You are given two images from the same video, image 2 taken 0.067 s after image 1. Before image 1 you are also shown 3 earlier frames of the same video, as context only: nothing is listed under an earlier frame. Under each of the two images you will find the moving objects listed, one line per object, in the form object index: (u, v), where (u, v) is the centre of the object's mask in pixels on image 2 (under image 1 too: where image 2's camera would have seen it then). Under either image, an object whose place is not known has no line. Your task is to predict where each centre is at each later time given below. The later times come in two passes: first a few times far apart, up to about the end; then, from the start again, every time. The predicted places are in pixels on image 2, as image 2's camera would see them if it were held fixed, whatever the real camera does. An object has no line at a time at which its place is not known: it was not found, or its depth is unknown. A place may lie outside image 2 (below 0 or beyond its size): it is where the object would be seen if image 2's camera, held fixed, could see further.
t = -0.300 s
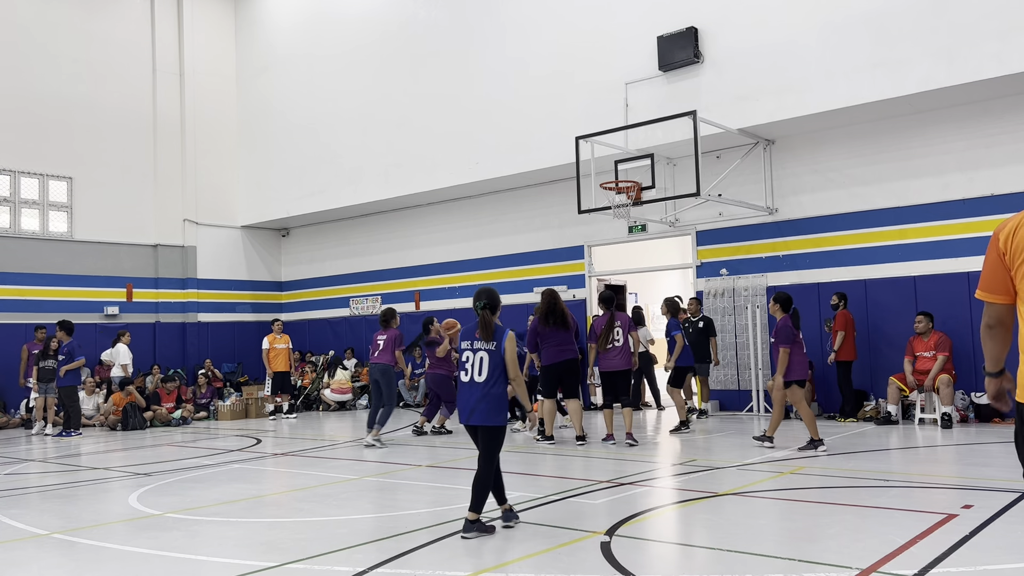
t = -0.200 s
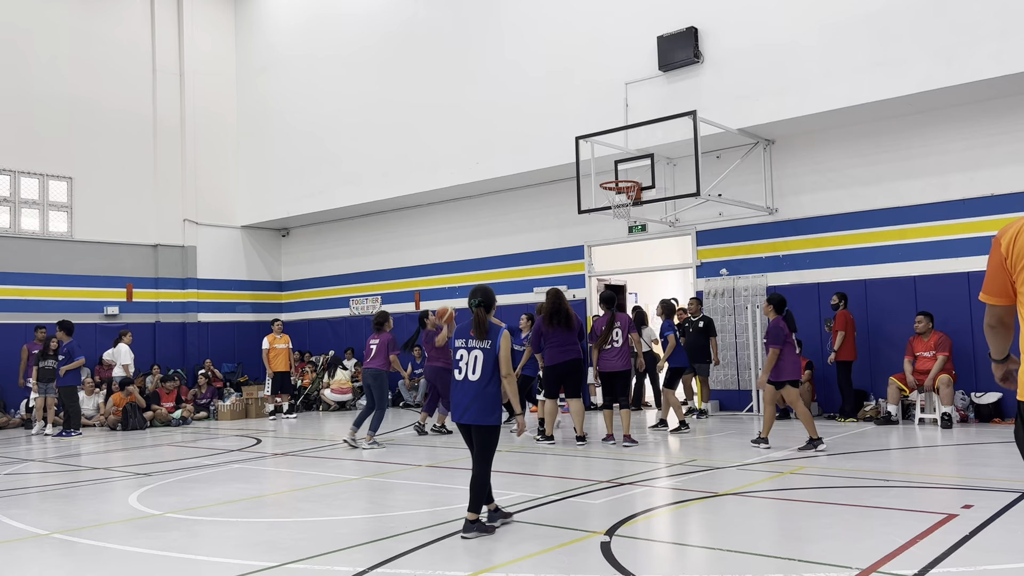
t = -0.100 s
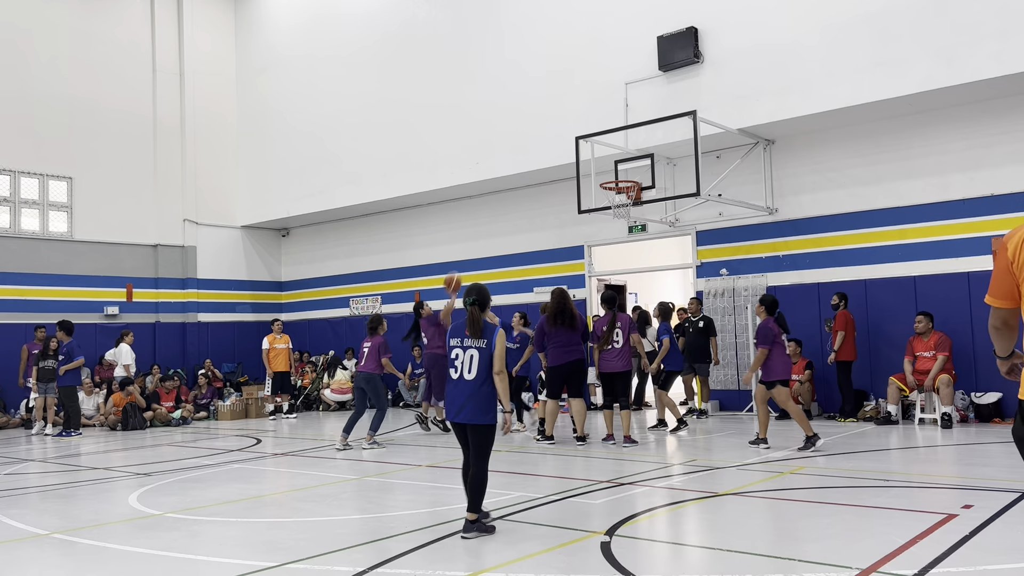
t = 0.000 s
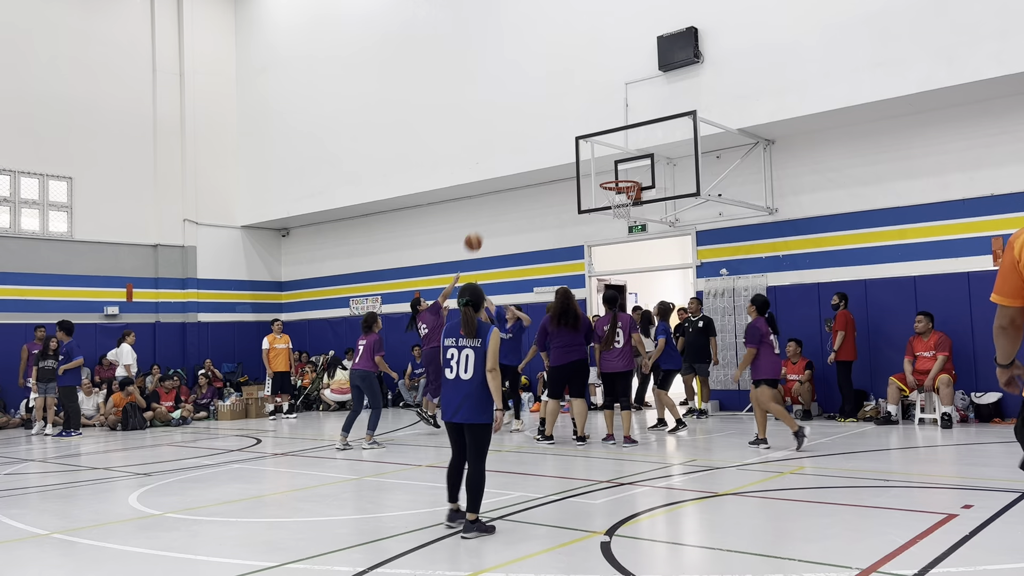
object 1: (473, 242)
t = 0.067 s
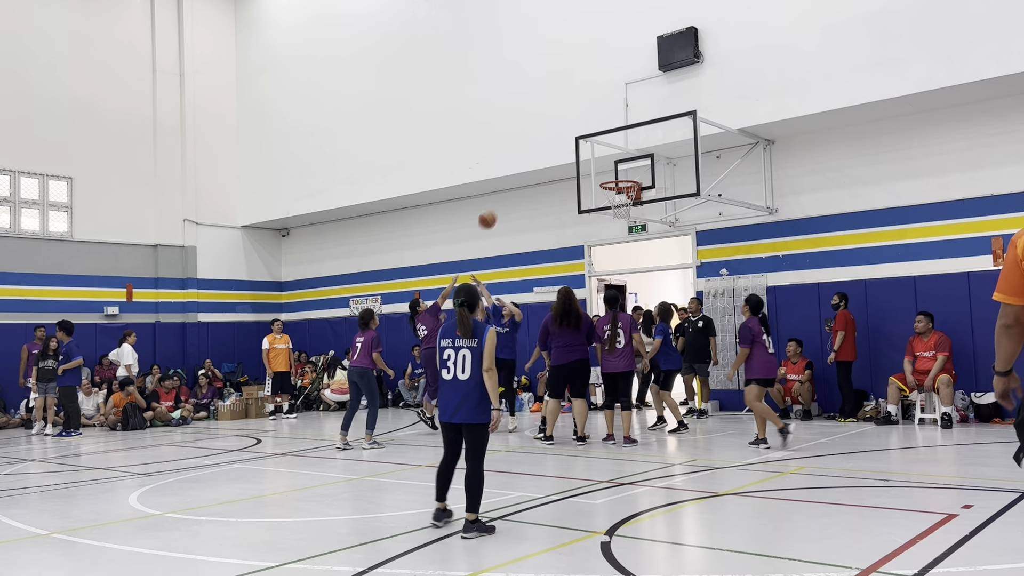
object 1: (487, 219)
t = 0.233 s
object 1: (522, 180)
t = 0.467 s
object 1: (571, 158)
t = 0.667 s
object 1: (614, 172)
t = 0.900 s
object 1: (612, 162)
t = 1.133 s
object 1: (603, 175)
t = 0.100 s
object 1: (494, 210)
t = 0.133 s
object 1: (501, 201)
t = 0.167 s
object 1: (508, 193)
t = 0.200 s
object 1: (515, 186)
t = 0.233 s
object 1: (522, 180)
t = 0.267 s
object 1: (529, 174)
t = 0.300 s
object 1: (536, 170)
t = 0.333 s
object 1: (543, 165)
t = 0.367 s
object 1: (550, 162)
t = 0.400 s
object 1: (557, 160)
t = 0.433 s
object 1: (564, 159)
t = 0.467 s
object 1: (571, 158)
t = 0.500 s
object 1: (578, 159)
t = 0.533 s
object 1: (585, 160)
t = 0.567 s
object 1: (593, 162)
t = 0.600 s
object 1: (600, 165)
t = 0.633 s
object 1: (607, 168)
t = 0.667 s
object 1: (614, 172)
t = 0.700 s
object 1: (622, 175)
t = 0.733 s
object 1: (621, 175)
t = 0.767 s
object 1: (619, 171)
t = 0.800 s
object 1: (617, 168)
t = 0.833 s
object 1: (615, 165)
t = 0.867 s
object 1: (614, 163)
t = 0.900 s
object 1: (612, 162)
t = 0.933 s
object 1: (611, 161)
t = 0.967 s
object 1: (610, 162)
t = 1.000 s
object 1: (608, 163)
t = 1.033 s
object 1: (607, 165)
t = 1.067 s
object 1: (606, 169)
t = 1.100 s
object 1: (604, 173)
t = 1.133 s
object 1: (603, 175)
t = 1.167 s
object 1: (604, 172)
